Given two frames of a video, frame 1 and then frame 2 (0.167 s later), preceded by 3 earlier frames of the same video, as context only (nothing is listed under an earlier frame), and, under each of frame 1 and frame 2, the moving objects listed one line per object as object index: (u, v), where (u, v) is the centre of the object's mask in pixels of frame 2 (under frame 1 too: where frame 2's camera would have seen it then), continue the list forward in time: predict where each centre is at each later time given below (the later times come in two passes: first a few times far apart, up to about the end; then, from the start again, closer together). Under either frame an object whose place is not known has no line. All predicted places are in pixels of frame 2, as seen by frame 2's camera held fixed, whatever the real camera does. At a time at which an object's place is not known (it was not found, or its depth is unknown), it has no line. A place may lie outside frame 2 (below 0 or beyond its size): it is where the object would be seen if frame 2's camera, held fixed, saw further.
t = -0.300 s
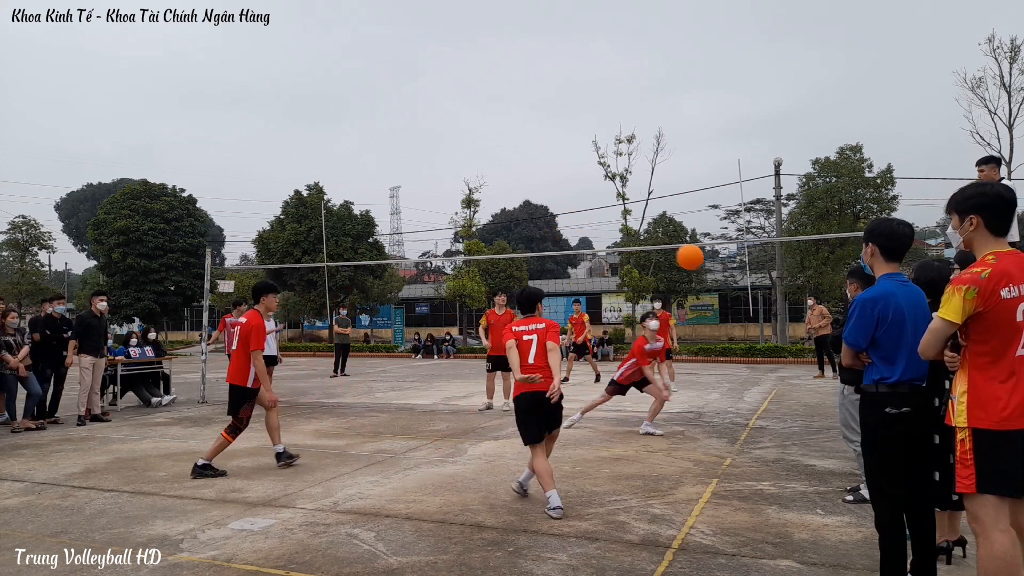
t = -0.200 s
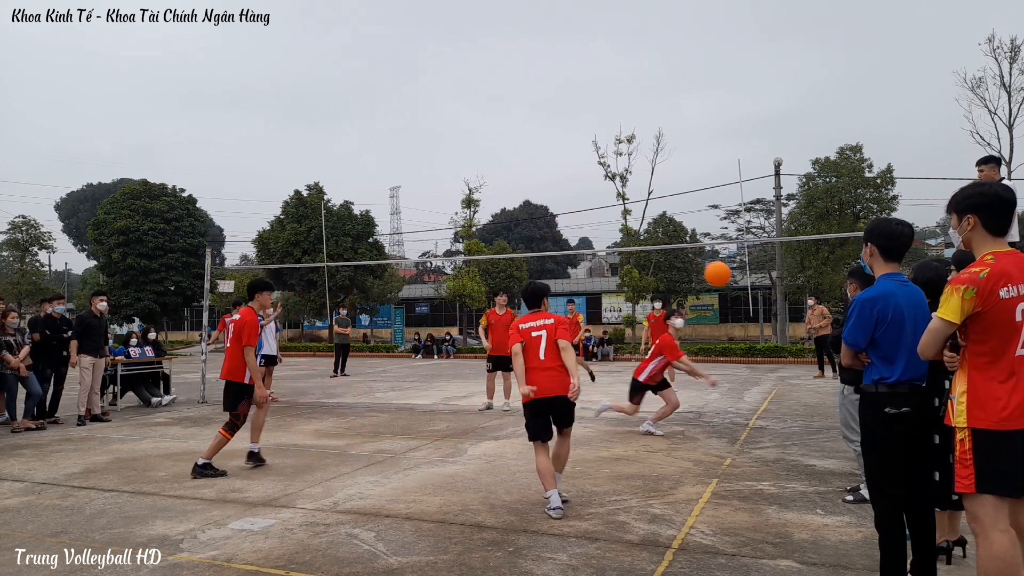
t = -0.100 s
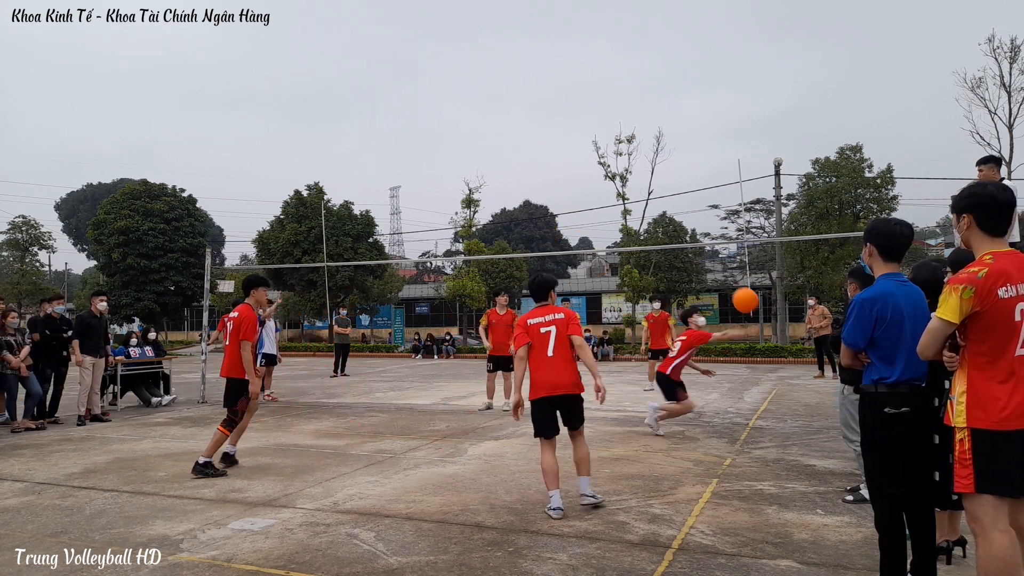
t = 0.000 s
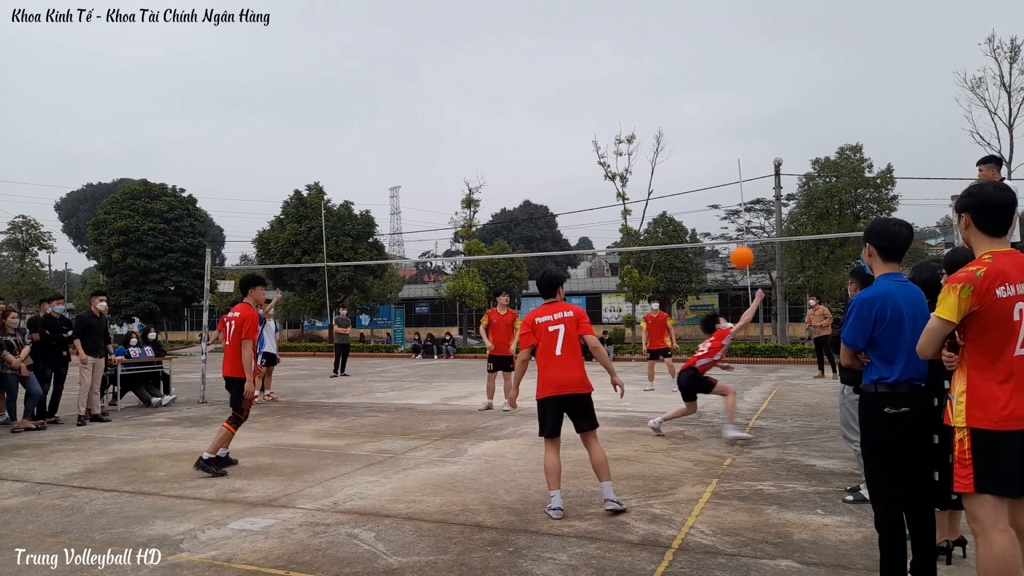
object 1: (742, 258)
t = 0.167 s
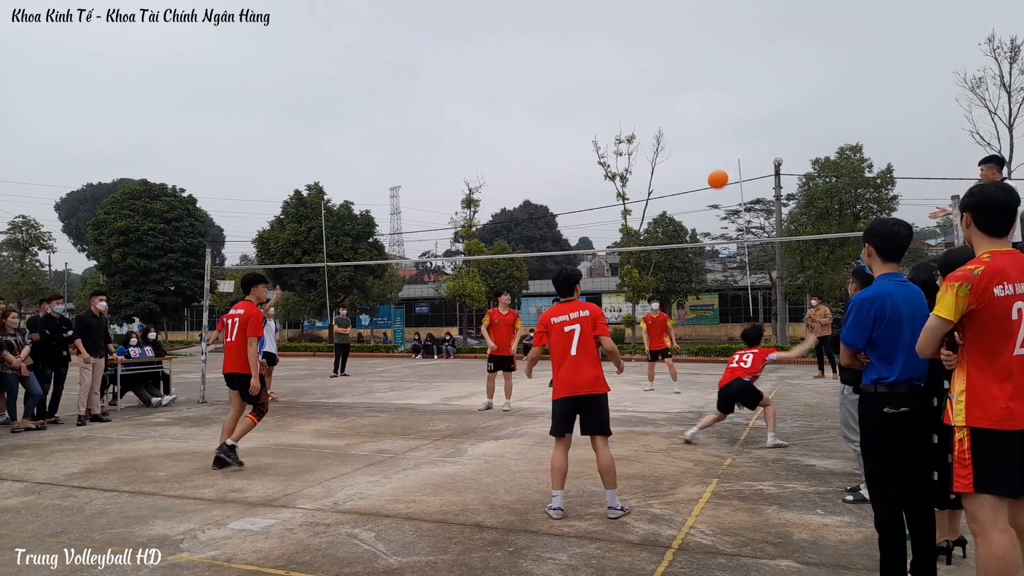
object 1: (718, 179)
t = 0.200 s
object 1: (713, 168)
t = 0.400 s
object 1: (689, 131)
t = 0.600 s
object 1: (670, 129)
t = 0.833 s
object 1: (652, 157)
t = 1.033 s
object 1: (641, 199)
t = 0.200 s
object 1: (713, 168)
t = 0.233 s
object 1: (709, 159)
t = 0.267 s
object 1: (704, 151)
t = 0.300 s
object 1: (701, 145)
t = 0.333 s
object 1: (697, 140)
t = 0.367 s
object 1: (693, 135)
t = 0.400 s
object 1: (689, 131)
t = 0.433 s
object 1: (686, 129)
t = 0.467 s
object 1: (682, 128)
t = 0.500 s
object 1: (679, 127)
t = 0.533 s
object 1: (676, 127)
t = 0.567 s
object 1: (673, 128)
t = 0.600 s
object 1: (670, 129)
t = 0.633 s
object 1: (667, 131)
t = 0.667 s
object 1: (664, 135)
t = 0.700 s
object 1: (662, 138)
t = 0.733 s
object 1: (659, 142)
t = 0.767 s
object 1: (657, 147)
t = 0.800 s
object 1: (655, 151)
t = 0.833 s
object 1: (652, 157)
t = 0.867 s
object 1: (650, 163)
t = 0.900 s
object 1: (648, 170)
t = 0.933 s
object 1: (647, 177)
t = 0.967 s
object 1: (645, 184)
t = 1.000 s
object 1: (643, 191)
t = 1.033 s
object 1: (641, 199)
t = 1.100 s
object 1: (638, 216)
